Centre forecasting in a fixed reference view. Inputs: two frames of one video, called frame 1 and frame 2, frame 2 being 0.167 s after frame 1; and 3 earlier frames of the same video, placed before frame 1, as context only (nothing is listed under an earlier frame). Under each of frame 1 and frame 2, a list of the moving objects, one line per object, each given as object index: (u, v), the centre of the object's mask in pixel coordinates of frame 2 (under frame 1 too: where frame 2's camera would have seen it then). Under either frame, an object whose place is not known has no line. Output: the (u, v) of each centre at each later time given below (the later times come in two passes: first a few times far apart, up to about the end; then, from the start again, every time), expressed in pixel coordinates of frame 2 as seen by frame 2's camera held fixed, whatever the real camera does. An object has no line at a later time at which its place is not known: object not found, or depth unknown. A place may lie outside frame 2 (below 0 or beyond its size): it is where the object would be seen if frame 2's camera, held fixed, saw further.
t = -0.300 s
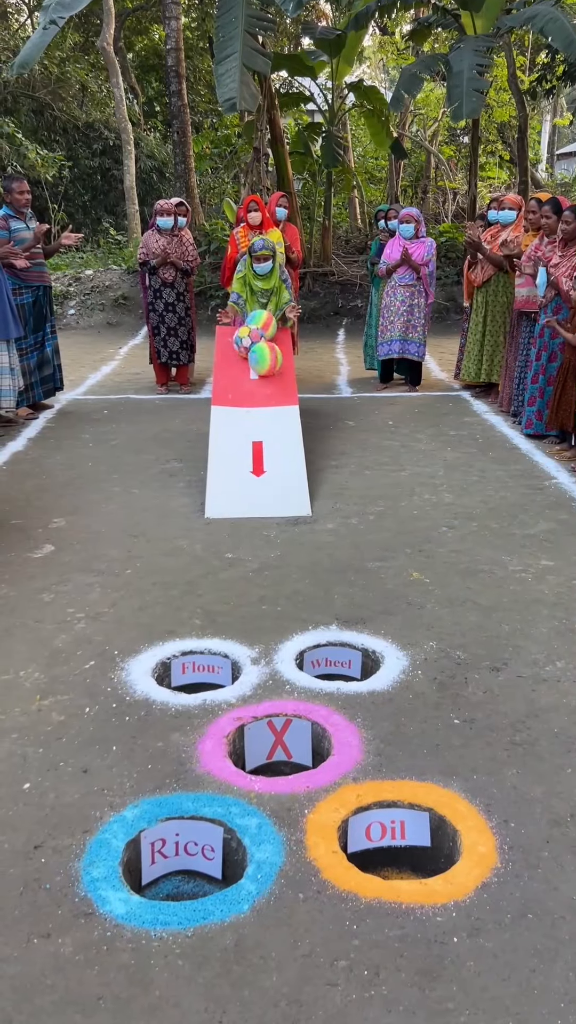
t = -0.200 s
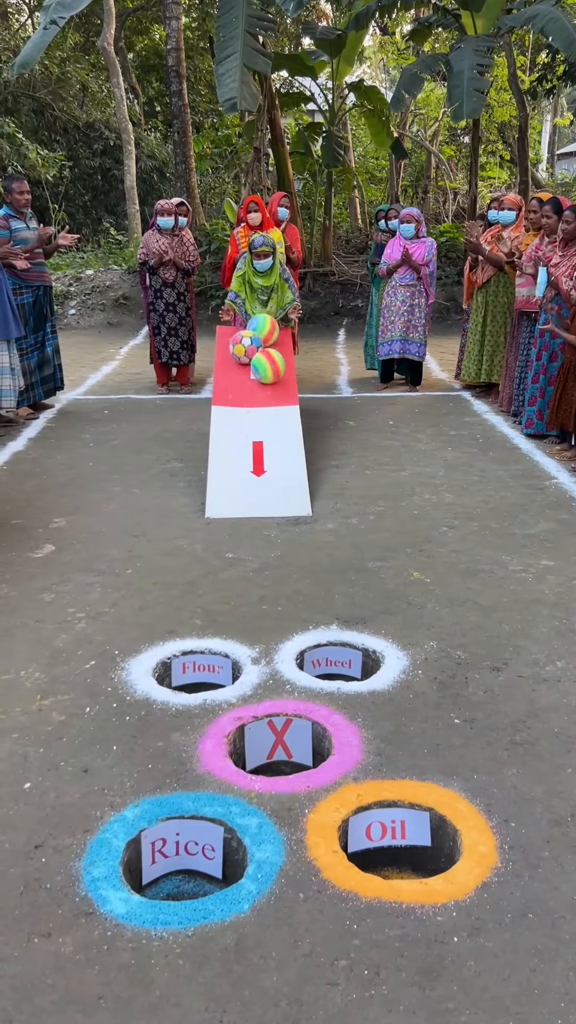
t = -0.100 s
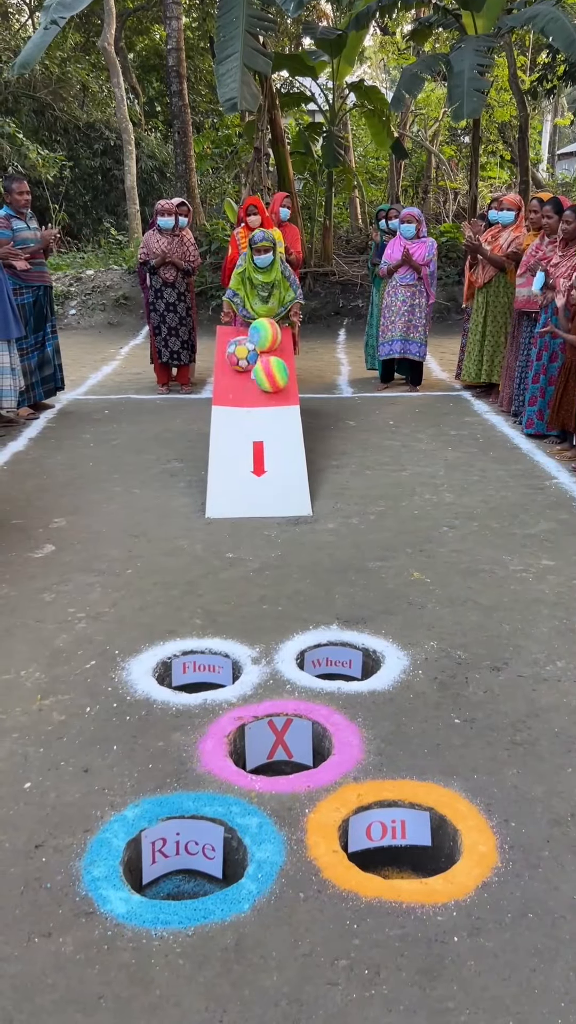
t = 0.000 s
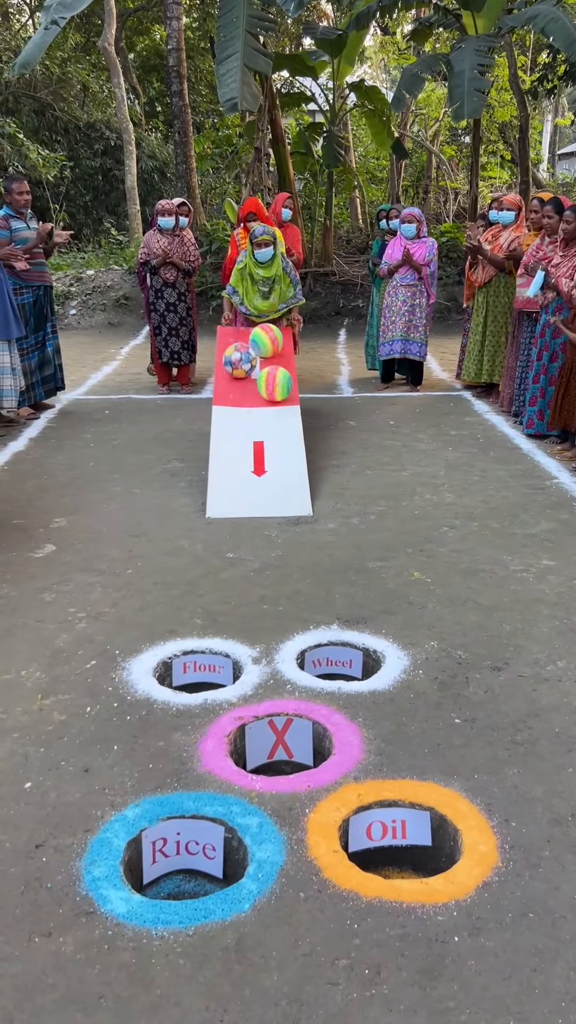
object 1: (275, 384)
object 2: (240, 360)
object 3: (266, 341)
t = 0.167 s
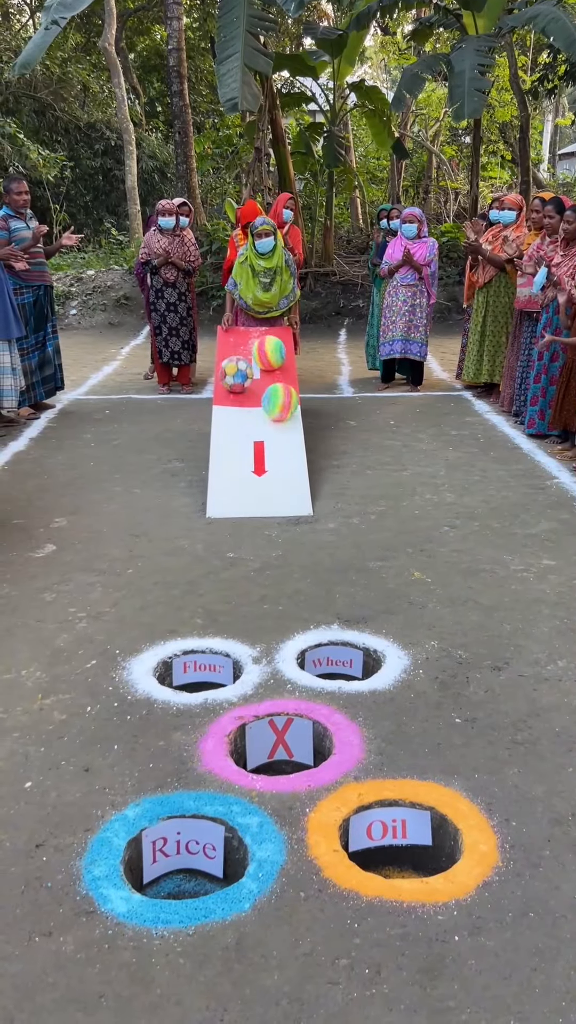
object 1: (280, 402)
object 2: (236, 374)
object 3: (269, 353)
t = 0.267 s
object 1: (283, 416)
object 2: (233, 384)
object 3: (271, 361)
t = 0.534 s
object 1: (292, 460)
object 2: (228, 421)
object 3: (279, 391)
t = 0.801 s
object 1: (305, 510)
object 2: (226, 470)
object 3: (289, 430)
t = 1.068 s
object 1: (329, 548)
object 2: (225, 517)
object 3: (301, 486)
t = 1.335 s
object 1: (359, 599)
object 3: (319, 523)
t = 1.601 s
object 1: (398, 658)
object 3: (343, 572)
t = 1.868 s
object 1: (447, 737)
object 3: (374, 626)
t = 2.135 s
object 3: (402, 695)
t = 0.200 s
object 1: (281, 407)
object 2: (235, 377)
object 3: (269, 356)
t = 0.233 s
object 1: (282, 411)
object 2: (234, 381)
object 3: (270, 358)
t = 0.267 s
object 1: (283, 416)
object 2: (233, 384)
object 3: (271, 361)
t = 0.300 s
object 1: (285, 420)
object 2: (233, 388)
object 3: (272, 364)
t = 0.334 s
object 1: (286, 425)
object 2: (231, 393)
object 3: (273, 368)
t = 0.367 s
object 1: (287, 430)
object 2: (231, 398)
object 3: (274, 372)
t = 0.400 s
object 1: (288, 436)
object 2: (230, 402)
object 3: (275, 375)
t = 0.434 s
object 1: (289, 443)
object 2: (229, 407)
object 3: (276, 378)
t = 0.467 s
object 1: (290, 448)
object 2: (229, 411)
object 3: (277, 382)
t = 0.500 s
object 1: (291, 454)
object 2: (229, 417)
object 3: (278, 386)
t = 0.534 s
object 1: (292, 460)
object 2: (228, 421)
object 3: (279, 391)
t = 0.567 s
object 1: (293, 468)
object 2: (227, 426)
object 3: (280, 395)
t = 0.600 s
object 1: (294, 476)
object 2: (227, 431)
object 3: (281, 400)
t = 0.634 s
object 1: (296, 483)
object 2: (227, 436)
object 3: (282, 404)
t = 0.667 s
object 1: (298, 490)
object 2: (227, 443)
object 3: (284, 408)
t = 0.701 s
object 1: (299, 495)
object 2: (227, 449)
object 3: (285, 413)
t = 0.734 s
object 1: (301, 500)
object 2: (227, 457)
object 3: (286, 419)
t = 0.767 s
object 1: (303, 504)
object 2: (227, 464)
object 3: (288, 424)
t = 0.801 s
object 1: (305, 510)
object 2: (226, 470)
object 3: (289, 430)
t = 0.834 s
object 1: (308, 513)
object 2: (226, 477)
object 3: (291, 436)
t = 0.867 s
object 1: (311, 518)
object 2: (226, 484)
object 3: (292, 443)
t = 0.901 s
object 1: (313, 523)
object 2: (226, 490)
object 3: (293, 450)
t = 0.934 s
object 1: (316, 528)
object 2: (226, 496)
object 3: (295, 457)
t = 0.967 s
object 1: (319, 533)
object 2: (226, 502)
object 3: (296, 464)
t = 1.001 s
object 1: (322, 538)
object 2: (226, 506)
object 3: (298, 471)
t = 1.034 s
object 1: (326, 542)
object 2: (225, 512)
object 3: (299, 478)
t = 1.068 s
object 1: (329, 548)
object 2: (225, 517)
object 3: (301, 486)
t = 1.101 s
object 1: (332, 554)
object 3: (303, 493)
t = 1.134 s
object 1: (336, 559)
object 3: (306, 499)
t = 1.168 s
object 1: (339, 565)
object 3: (308, 502)
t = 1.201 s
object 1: (343, 571)
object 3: (310, 506)
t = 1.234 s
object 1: (347, 578)
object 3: (312, 511)
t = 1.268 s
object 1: (351, 585)
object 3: (314, 517)
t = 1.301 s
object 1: (355, 591)
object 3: (317, 519)
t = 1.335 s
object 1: (359, 599)
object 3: (319, 523)
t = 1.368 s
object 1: (364, 604)
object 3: (322, 528)
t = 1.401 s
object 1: (369, 611)
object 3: (325, 537)
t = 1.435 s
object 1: (374, 618)
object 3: (328, 542)
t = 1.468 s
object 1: (379, 625)
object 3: (331, 544)
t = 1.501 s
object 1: (384, 632)
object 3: (334, 549)
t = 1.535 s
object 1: (388, 639)
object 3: (337, 555)
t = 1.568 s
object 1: (392, 648)
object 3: (340, 563)
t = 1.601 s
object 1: (398, 658)
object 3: (343, 572)
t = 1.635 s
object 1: (403, 665)
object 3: (346, 574)
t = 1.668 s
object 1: (408, 676)
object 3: (349, 579)
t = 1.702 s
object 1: (415, 684)
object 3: (352, 587)
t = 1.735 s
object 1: (421, 693)
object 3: (356, 599)
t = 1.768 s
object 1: (427, 705)
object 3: (361, 604)
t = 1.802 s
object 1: (433, 715)
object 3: (365, 609)
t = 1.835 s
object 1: (440, 725)
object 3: (370, 616)
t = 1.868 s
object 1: (447, 737)
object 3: (374, 626)
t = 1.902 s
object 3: (379, 638)
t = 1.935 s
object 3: (382, 641)
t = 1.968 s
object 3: (384, 646)
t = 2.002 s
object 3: (387, 654)
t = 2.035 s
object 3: (390, 666)
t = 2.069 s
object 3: (393, 679)
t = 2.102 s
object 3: (398, 685)
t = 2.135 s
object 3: (402, 695)
